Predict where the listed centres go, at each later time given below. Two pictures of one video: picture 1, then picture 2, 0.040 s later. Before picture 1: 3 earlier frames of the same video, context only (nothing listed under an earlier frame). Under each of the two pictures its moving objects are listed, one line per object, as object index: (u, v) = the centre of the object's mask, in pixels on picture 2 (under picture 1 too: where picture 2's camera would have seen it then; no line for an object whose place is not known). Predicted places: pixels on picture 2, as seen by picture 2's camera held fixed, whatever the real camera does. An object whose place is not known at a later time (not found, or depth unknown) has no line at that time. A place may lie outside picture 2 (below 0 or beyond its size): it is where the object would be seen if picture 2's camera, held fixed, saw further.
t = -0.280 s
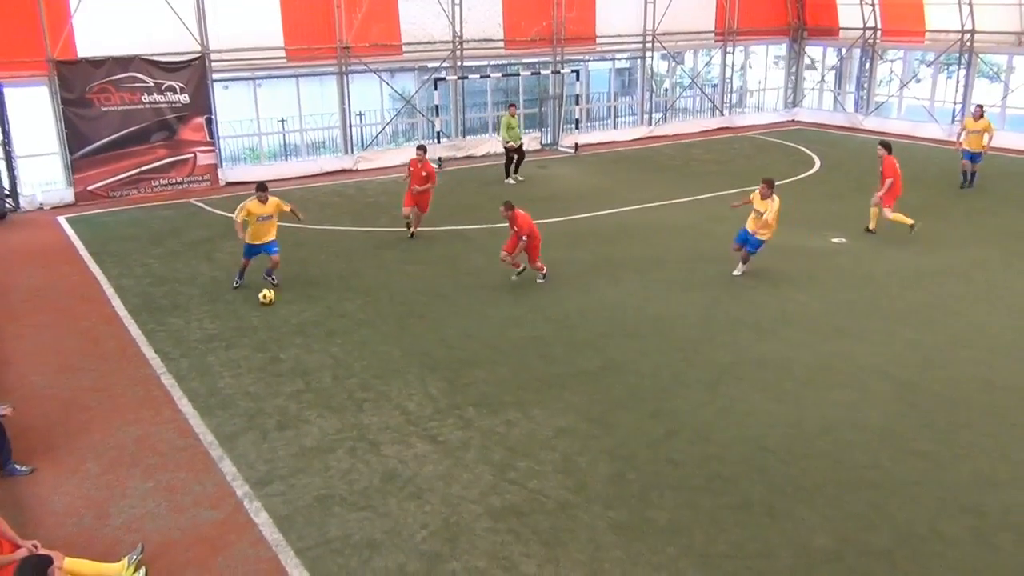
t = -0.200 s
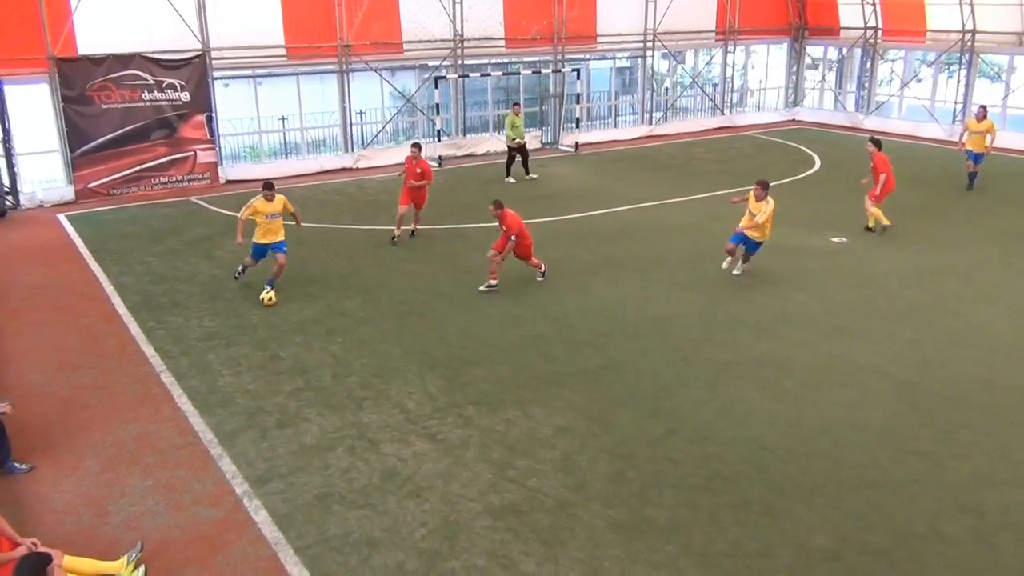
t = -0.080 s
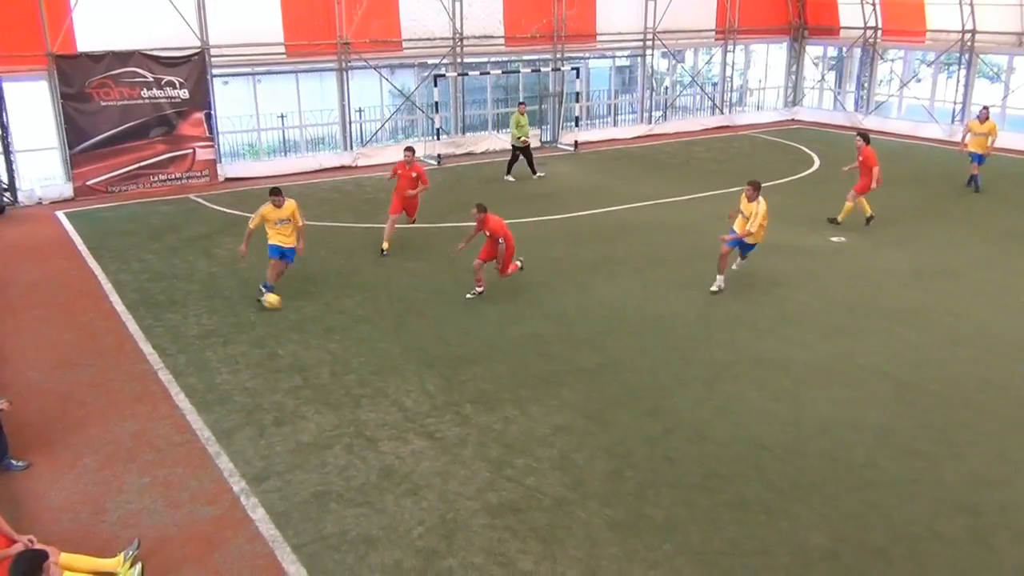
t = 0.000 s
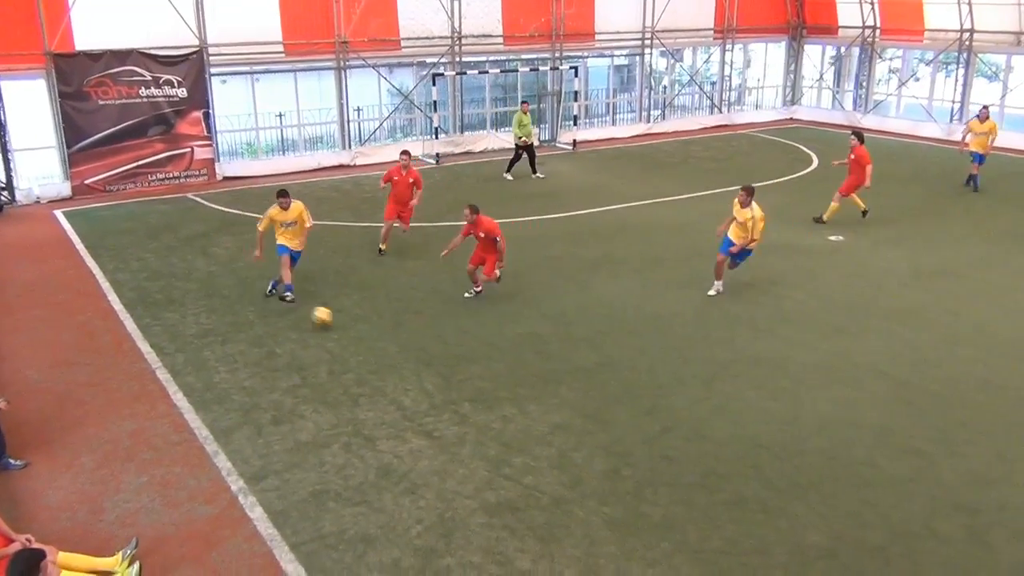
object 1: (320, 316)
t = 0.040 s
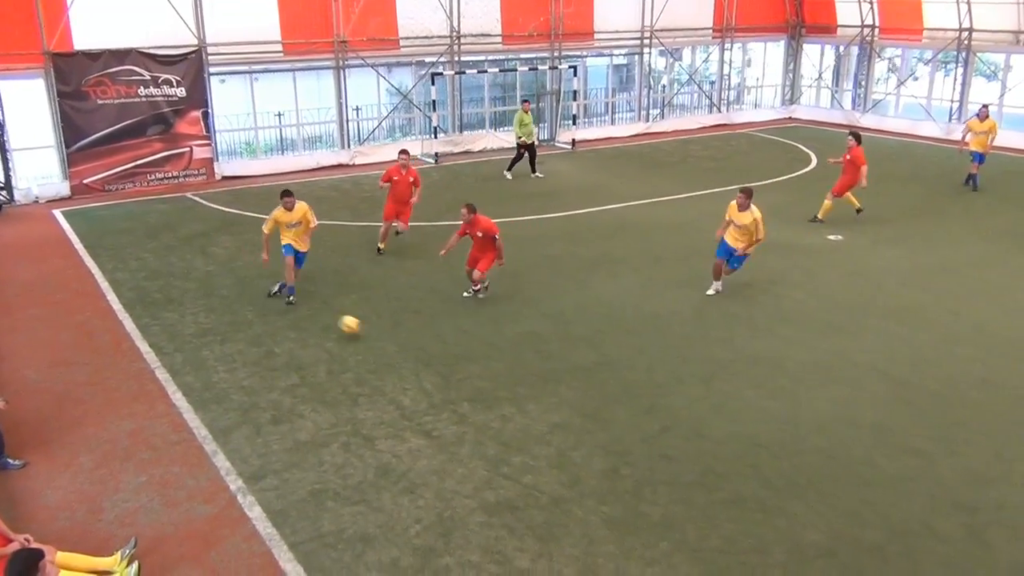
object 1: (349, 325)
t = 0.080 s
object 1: (381, 337)
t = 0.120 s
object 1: (415, 353)
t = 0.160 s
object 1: (447, 365)
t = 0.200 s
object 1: (480, 372)
